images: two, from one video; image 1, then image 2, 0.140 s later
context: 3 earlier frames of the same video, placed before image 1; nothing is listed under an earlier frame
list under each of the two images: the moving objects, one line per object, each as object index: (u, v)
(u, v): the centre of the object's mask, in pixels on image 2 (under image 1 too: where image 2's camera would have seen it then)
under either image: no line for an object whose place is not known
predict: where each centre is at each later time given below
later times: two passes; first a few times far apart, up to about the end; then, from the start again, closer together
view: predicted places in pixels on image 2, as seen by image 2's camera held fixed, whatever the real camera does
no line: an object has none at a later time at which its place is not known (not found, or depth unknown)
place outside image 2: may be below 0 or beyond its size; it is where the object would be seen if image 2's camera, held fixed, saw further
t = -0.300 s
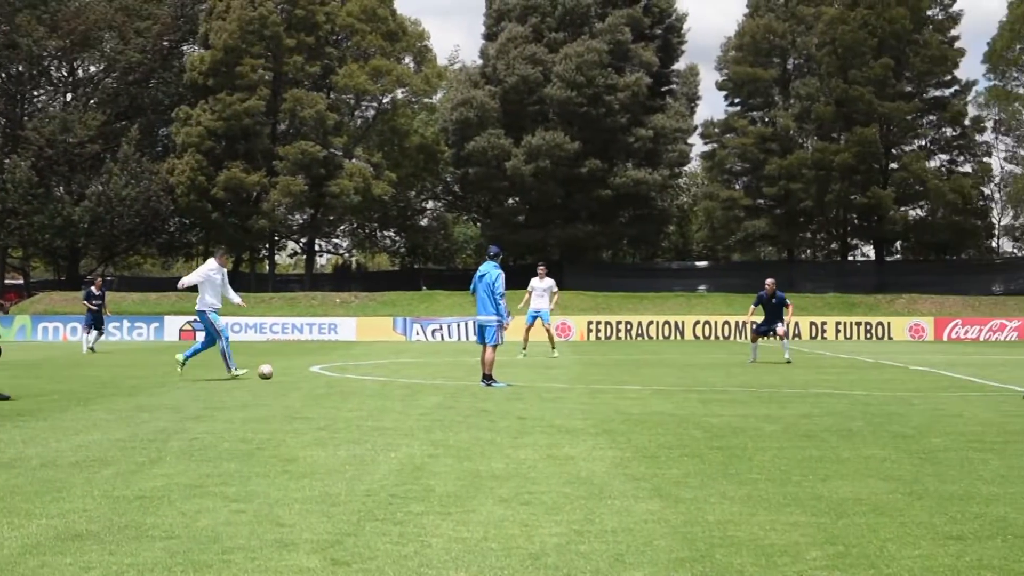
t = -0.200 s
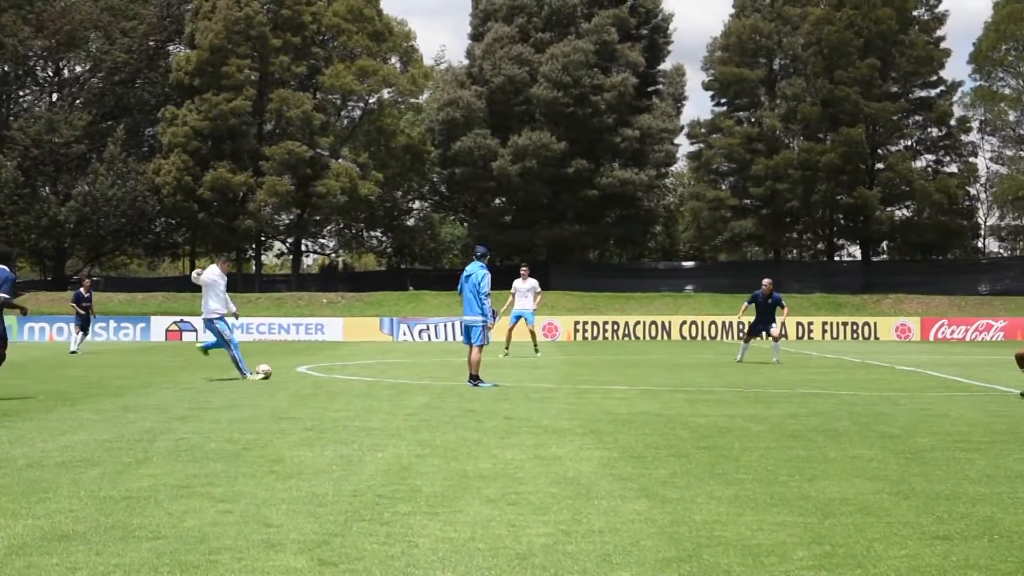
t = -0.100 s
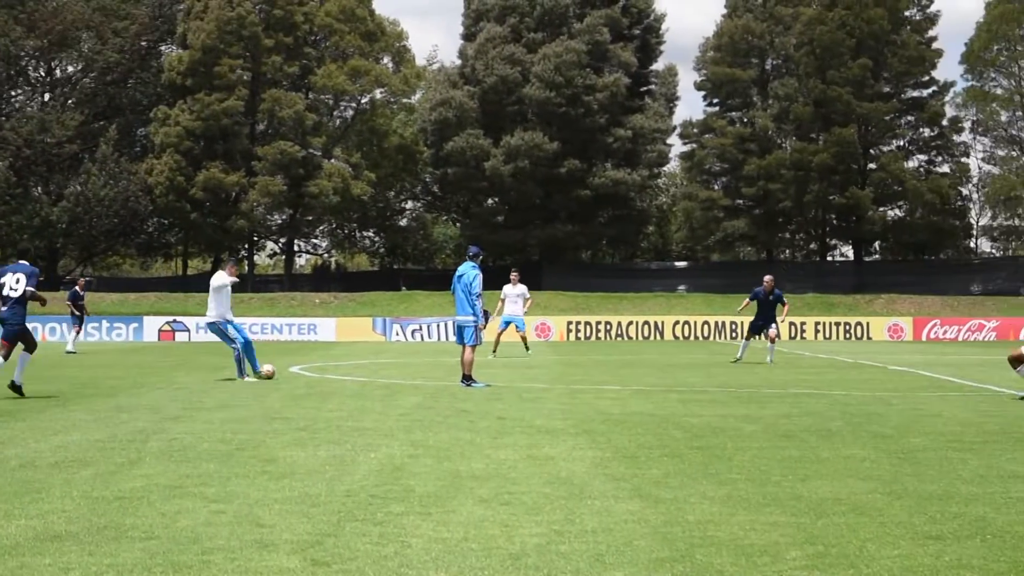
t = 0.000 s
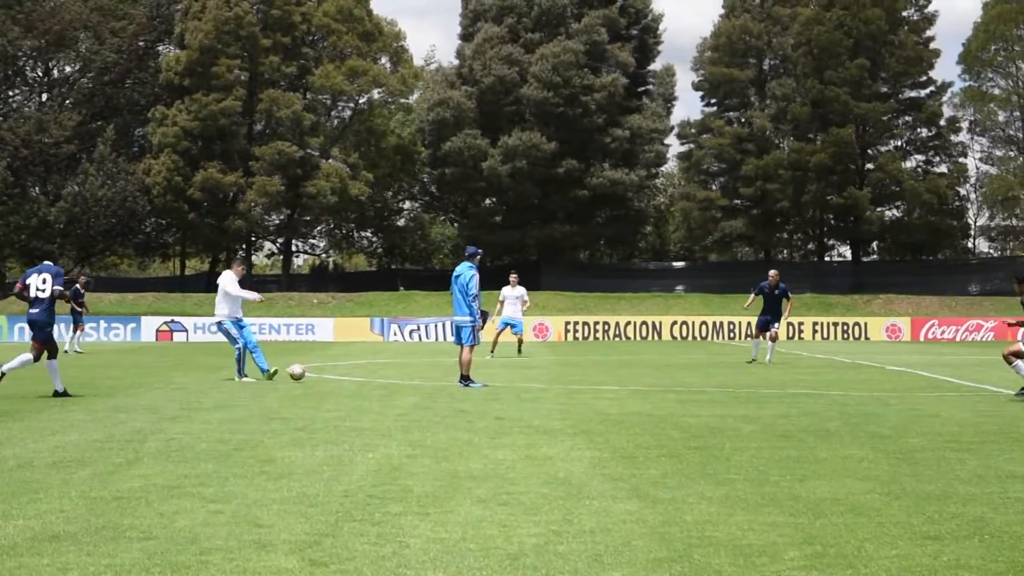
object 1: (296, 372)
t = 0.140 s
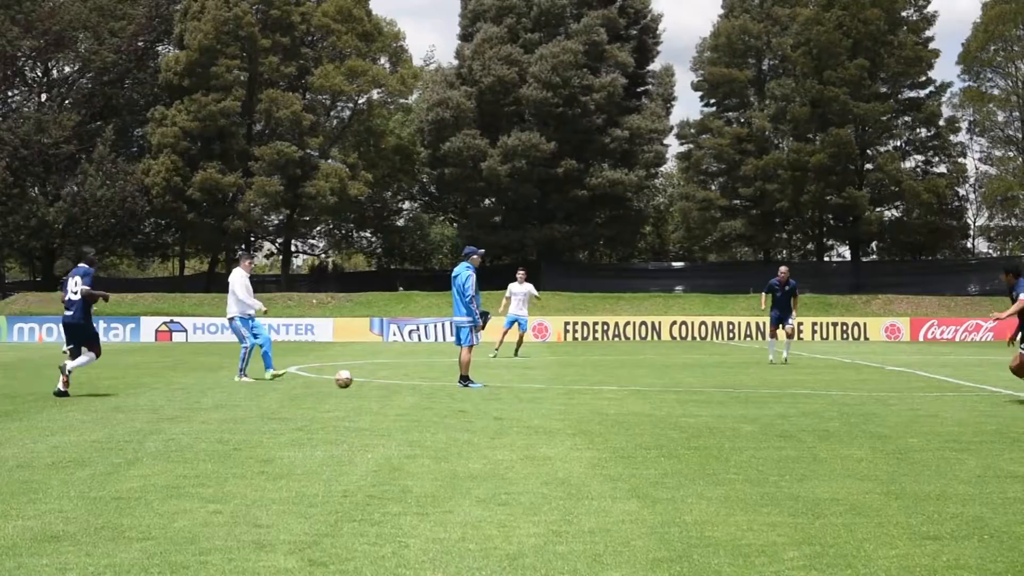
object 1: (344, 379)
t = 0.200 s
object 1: (364, 380)
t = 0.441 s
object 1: (447, 392)
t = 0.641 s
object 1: (516, 397)
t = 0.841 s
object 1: (585, 405)
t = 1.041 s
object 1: (651, 413)
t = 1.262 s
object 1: (727, 425)
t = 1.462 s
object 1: (799, 435)
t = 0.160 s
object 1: (351, 379)
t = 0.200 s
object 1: (364, 380)
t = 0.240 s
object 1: (377, 382)
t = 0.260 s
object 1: (384, 384)
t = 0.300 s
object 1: (398, 388)
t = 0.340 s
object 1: (412, 388)
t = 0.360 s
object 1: (419, 389)
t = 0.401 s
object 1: (433, 390)
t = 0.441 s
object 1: (447, 392)
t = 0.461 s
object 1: (453, 392)
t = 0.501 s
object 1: (468, 393)
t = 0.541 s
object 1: (482, 395)
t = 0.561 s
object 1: (489, 397)
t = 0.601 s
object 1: (502, 397)
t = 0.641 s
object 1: (516, 397)
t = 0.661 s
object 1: (523, 397)
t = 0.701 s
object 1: (537, 400)
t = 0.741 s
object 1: (552, 403)
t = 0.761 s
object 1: (558, 403)
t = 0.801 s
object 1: (572, 404)
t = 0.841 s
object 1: (585, 405)
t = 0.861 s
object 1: (591, 405)
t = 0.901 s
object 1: (605, 406)
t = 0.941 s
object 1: (617, 408)
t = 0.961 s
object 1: (624, 409)
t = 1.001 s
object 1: (638, 414)
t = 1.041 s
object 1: (651, 413)
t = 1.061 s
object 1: (657, 412)
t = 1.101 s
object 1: (671, 413)
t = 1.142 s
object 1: (685, 415)
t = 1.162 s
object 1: (692, 417)
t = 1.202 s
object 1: (706, 422)
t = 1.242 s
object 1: (720, 424)
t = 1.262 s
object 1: (727, 425)
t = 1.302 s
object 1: (741, 427)
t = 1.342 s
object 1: (755, 430)
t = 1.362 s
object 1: (763, 432)
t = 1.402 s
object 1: (777, 435)
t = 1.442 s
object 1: (792, 435)
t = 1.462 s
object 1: (799, 435)
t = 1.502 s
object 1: (815, 438)
